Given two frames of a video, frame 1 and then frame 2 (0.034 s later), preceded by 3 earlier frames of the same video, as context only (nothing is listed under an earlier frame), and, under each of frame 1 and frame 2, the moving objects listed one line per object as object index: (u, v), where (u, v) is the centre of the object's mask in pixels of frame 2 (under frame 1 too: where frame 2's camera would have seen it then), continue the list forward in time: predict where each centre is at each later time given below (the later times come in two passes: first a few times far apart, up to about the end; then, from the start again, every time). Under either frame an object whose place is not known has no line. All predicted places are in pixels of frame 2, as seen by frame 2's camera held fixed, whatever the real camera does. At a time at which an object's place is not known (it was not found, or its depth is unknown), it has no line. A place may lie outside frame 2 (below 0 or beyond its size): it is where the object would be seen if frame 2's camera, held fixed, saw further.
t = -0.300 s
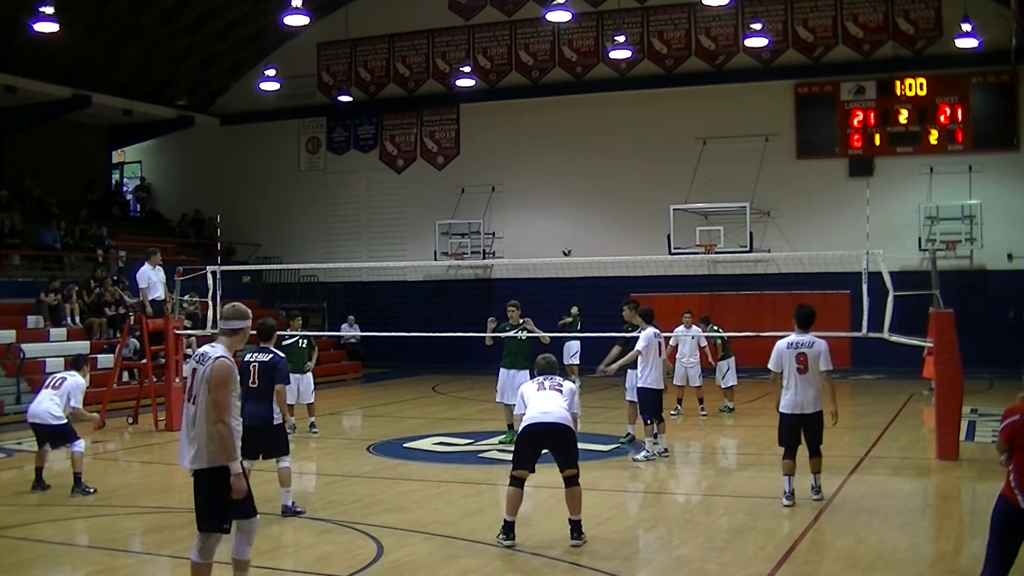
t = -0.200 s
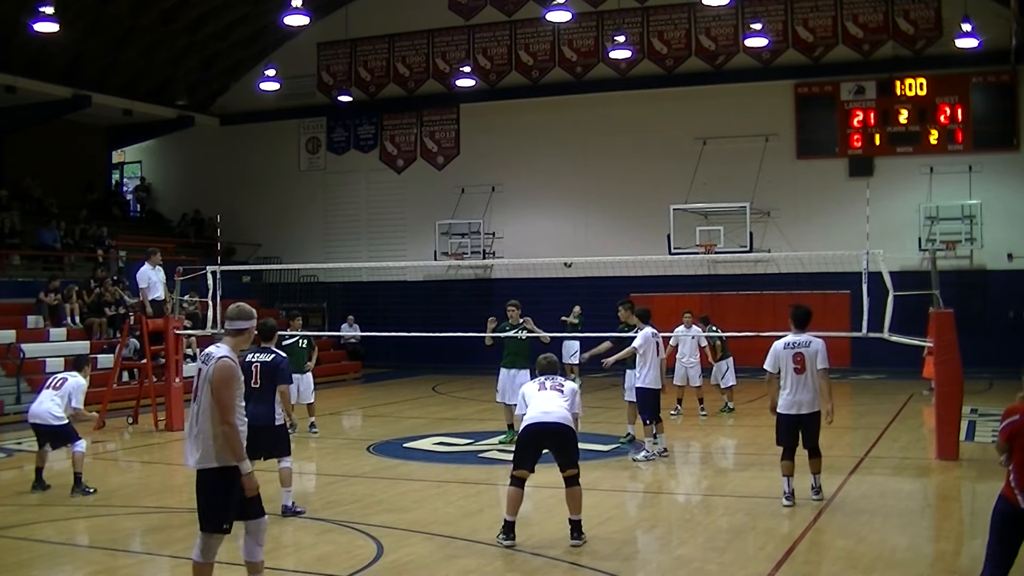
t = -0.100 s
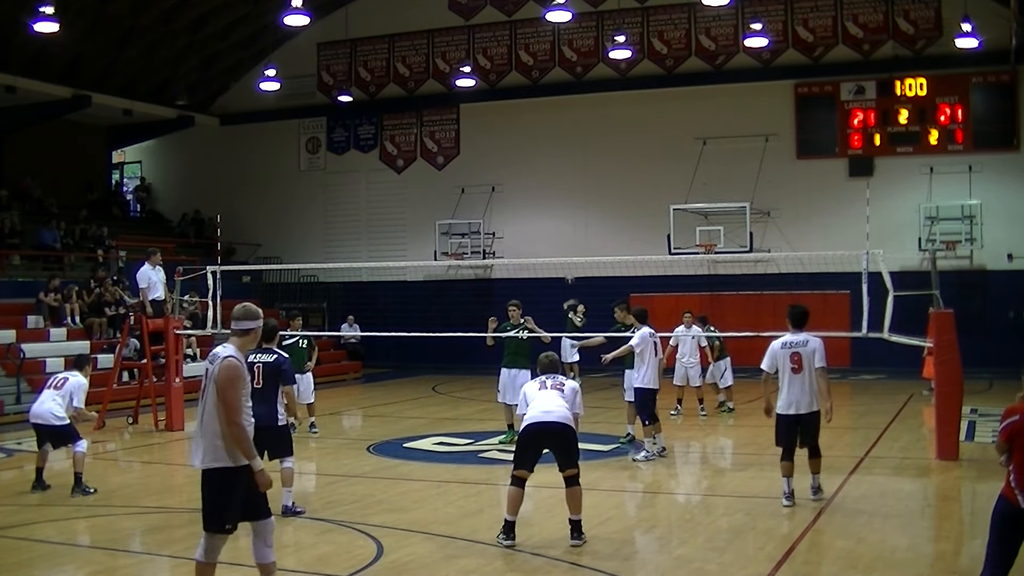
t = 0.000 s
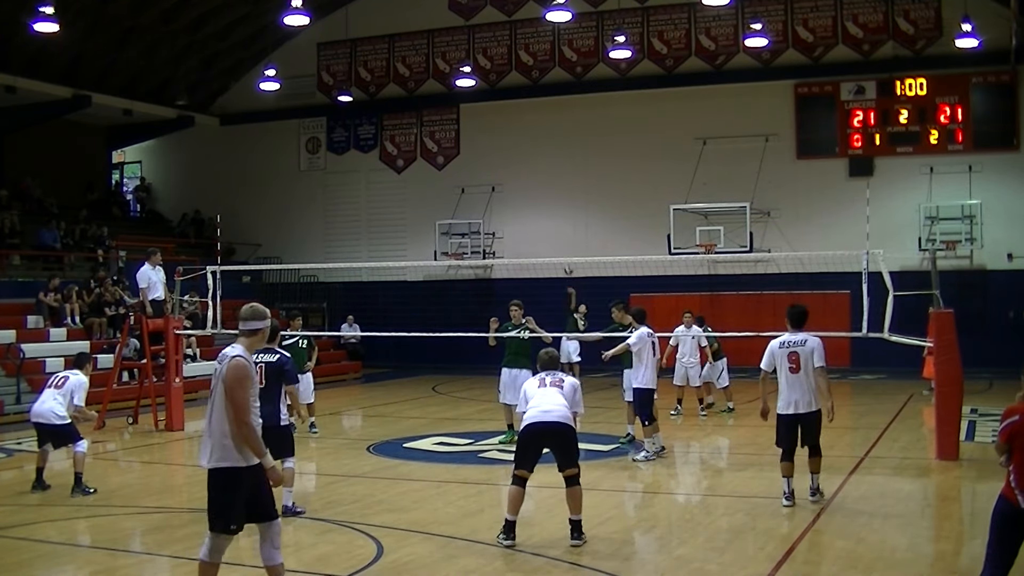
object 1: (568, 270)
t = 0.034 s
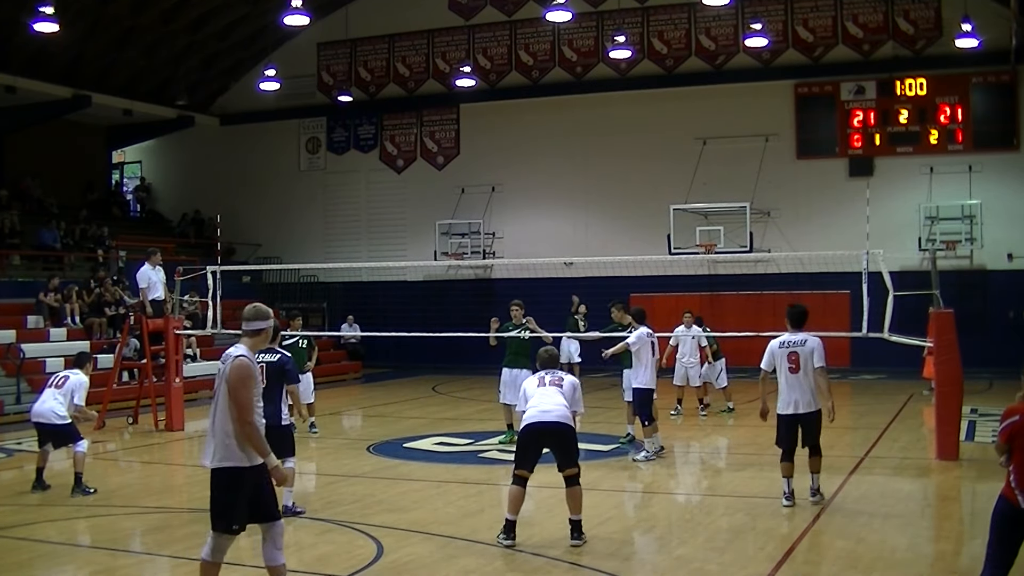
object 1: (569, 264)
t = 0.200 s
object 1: (565, 221)
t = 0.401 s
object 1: (559, 184)
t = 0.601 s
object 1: (550, 170)
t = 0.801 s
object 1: (539, 188)
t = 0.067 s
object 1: (568, 253)
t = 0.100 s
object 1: (567, 244)
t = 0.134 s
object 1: (566, 236)
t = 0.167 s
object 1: (566, 228)
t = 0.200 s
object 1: (565, 221)
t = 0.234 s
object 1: (564, 213)
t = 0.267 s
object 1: (564, 206)
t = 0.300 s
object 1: (563, 199)
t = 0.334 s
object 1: (562, 194)
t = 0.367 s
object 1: (561, 189)
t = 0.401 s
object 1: (559, 184)
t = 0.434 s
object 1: (558, 180)
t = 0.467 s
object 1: (556, 177)
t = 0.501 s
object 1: (555, 174)
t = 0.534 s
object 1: (553, 172)
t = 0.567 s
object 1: (552, 171)
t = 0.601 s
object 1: (550, 170)
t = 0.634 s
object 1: (549, 170)
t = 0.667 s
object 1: (547, 171)
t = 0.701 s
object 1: (546, 173)
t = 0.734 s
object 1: (544, 177)
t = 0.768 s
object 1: (542, 182)
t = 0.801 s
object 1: (539, 188)
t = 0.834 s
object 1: (537, 195)
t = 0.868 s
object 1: (535, 203)
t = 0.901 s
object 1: (533, 214)
